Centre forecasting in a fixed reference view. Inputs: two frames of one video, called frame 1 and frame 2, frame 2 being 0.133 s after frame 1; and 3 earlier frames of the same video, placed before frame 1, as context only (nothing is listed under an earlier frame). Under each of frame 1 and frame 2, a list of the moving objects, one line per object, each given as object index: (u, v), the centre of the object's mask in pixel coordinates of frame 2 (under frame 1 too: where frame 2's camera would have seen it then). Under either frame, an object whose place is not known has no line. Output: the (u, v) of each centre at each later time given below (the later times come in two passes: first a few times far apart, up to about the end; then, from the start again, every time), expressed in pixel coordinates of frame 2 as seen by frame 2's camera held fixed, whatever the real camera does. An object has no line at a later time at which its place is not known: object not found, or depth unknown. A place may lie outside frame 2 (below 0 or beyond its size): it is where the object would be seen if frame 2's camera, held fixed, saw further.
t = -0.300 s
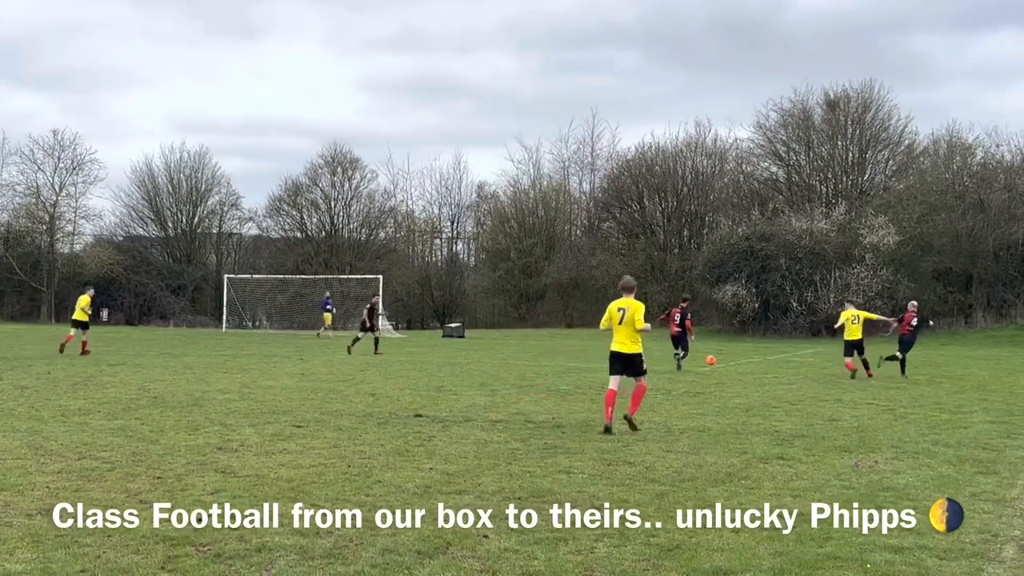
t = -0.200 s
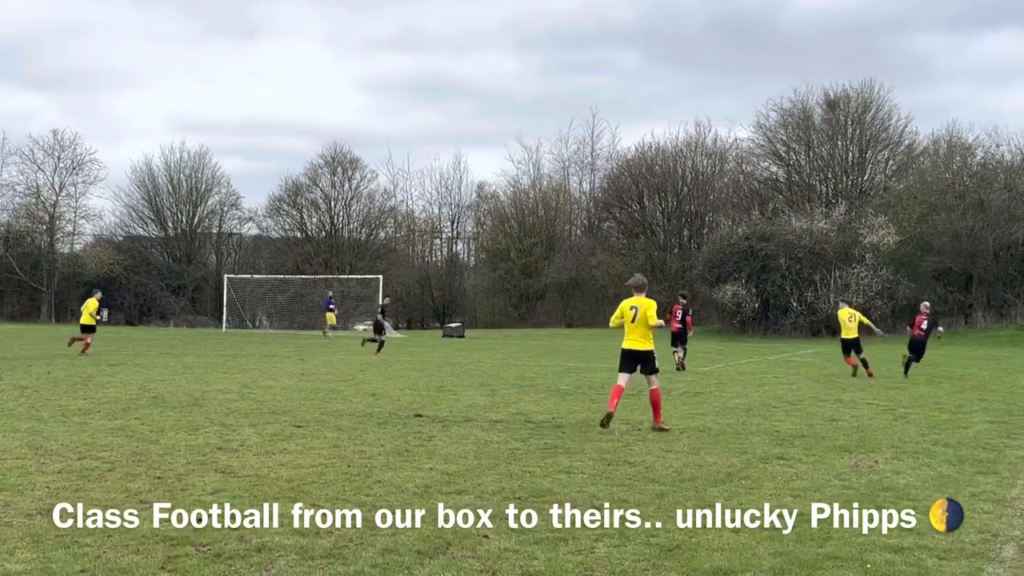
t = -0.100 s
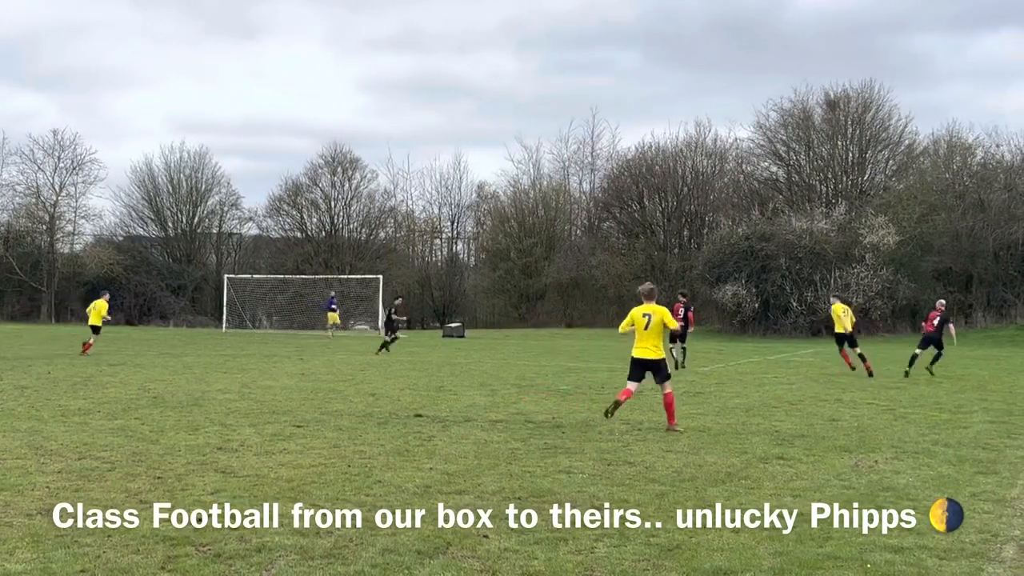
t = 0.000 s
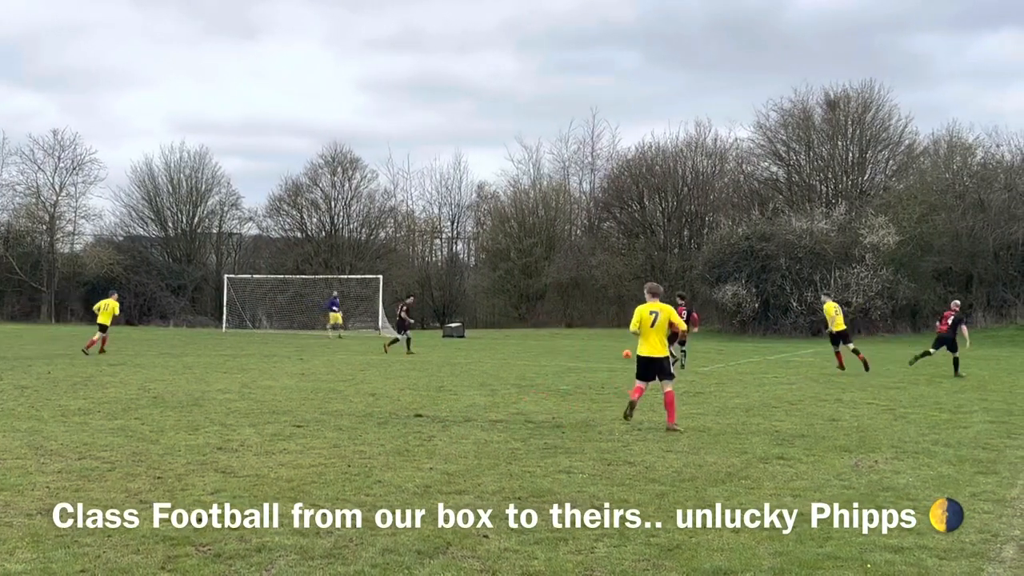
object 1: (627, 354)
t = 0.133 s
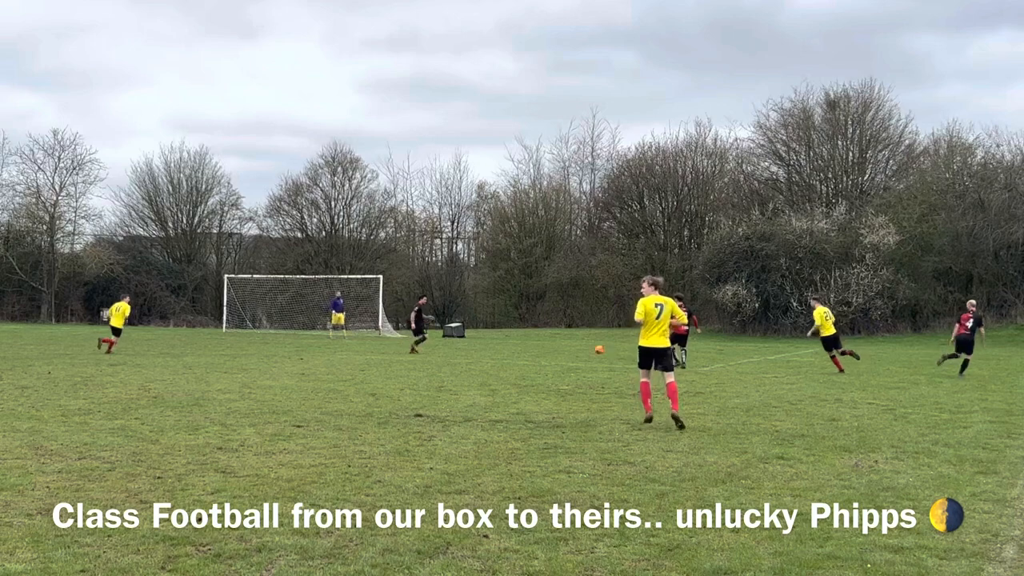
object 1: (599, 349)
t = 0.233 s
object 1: (579, 351)
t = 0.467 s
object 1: (537, 352)
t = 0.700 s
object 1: (502, 349)
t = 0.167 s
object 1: (592, 350)
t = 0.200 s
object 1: (586, 350)
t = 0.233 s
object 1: (579, 351)
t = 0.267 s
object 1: (572, 353)
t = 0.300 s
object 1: (566, 354)
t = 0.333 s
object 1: (560, 353)
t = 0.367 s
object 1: (554, 352)
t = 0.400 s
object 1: (549, 352)
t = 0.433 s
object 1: (543, 352)
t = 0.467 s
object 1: (537, 352)
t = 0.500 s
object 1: (532, 352)
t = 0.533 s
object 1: (527, 351)
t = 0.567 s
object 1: (522, 350)
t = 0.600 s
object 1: (517, 350)
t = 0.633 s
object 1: (512, 349)
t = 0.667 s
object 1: (507, 349)
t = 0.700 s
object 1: (502, 349)
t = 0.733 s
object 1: (497, 350)
